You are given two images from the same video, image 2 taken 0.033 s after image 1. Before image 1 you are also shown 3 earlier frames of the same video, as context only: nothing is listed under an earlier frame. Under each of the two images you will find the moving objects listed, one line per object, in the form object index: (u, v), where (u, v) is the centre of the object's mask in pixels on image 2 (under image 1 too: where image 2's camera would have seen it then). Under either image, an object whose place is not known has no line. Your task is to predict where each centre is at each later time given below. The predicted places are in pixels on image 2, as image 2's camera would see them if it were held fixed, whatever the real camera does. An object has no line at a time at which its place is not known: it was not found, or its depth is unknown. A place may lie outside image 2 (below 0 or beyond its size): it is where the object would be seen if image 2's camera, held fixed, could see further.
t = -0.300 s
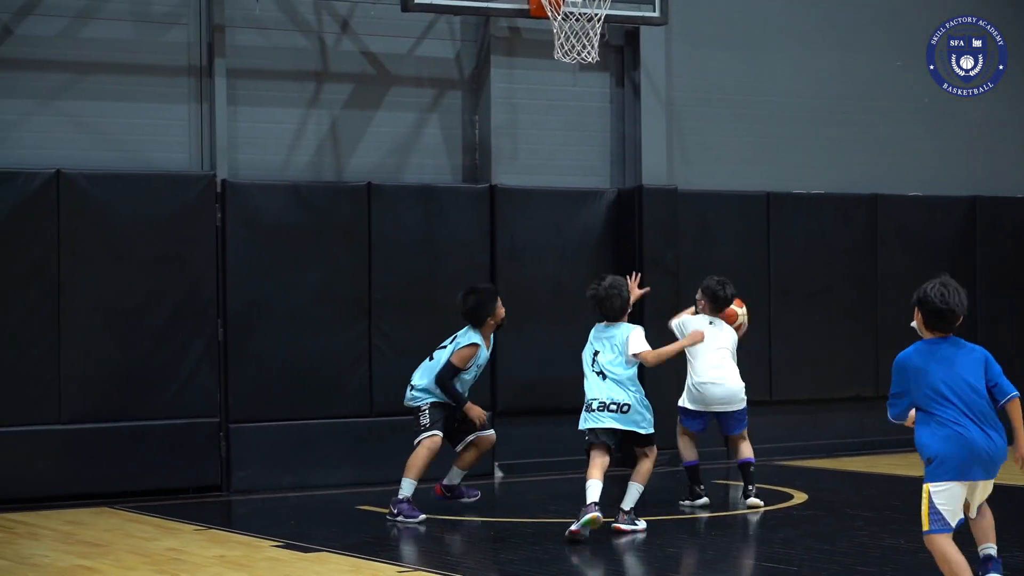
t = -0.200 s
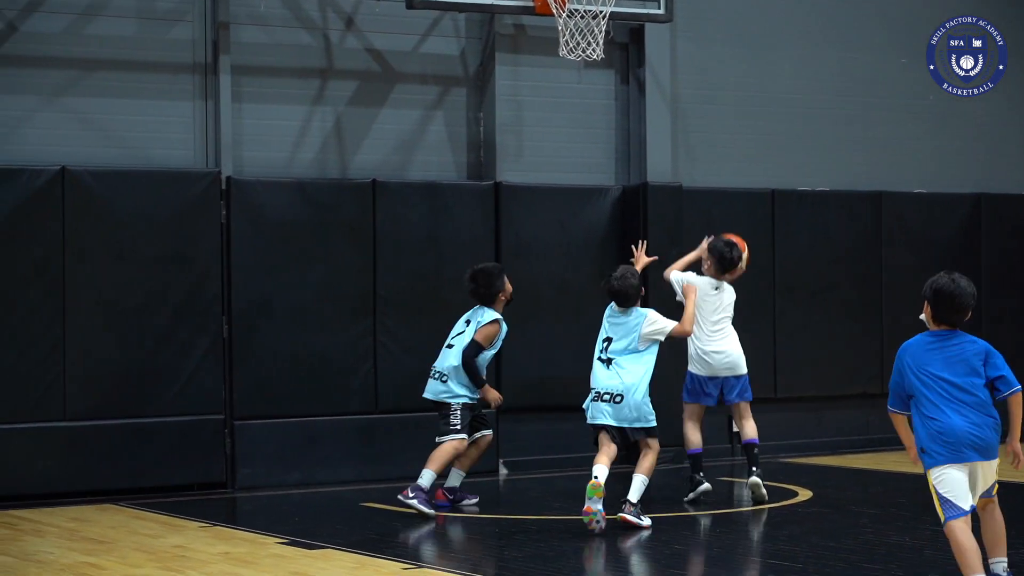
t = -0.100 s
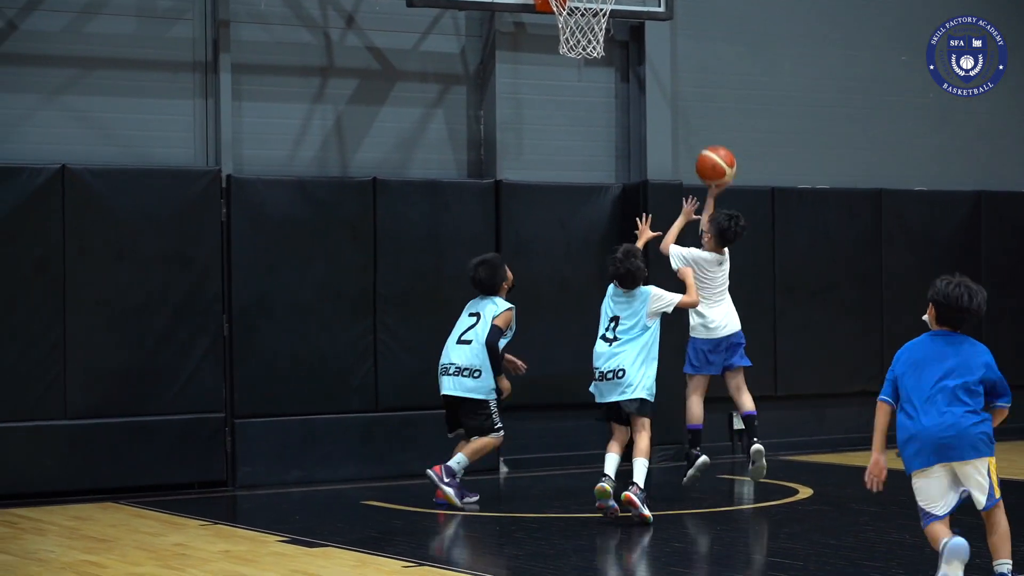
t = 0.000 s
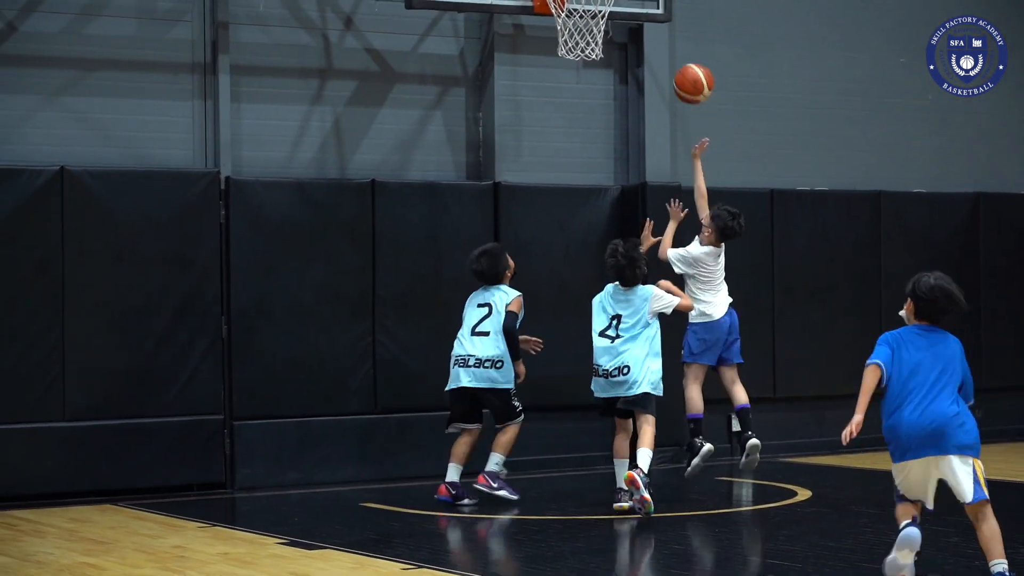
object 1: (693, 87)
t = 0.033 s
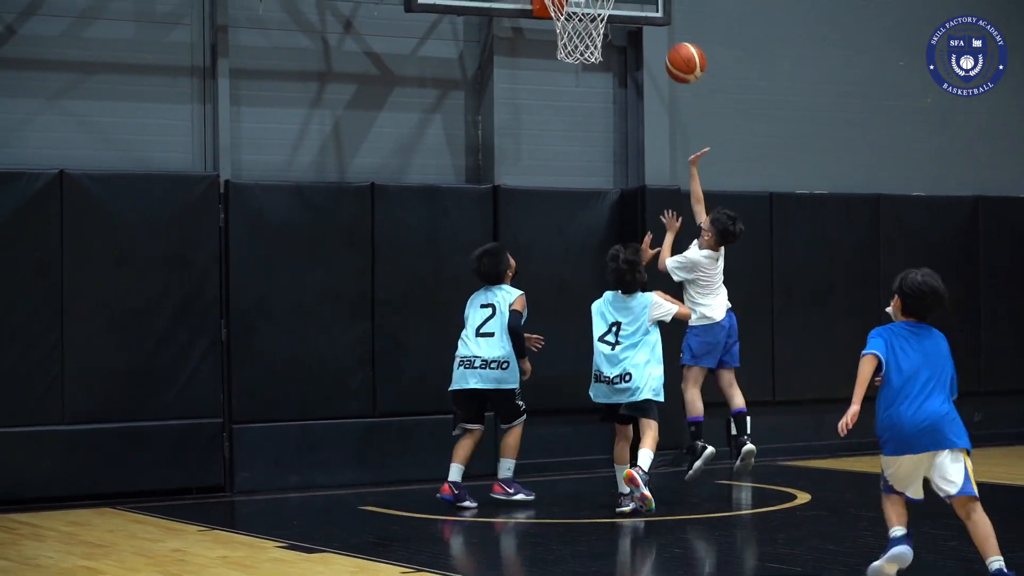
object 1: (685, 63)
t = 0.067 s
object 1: (679, 41)
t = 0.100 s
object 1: (672, 20)
